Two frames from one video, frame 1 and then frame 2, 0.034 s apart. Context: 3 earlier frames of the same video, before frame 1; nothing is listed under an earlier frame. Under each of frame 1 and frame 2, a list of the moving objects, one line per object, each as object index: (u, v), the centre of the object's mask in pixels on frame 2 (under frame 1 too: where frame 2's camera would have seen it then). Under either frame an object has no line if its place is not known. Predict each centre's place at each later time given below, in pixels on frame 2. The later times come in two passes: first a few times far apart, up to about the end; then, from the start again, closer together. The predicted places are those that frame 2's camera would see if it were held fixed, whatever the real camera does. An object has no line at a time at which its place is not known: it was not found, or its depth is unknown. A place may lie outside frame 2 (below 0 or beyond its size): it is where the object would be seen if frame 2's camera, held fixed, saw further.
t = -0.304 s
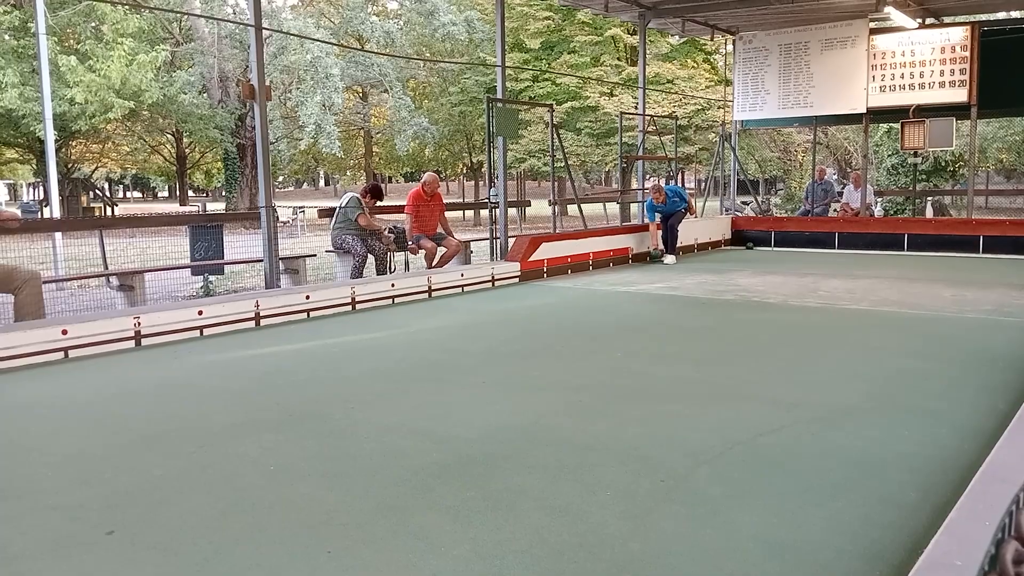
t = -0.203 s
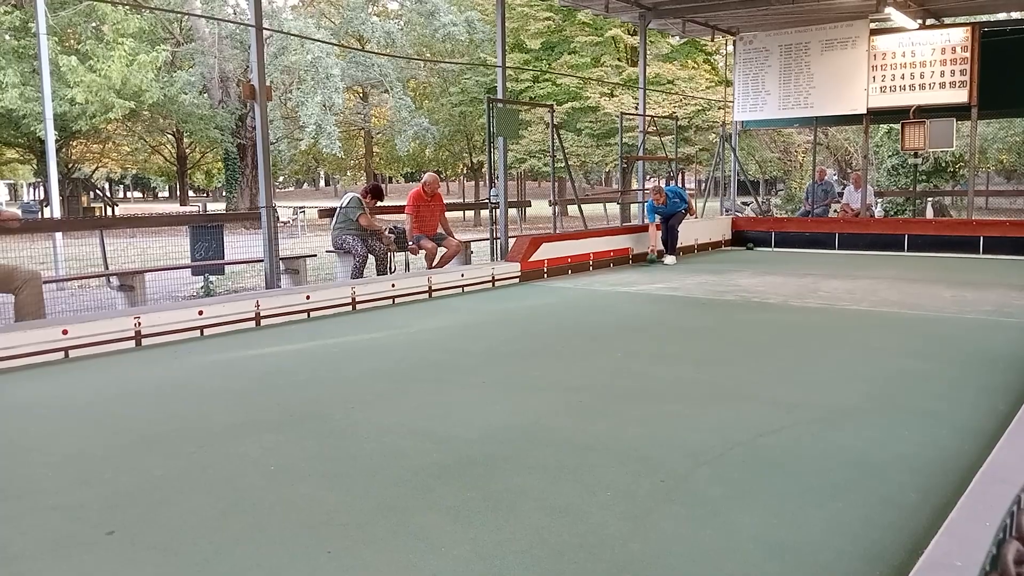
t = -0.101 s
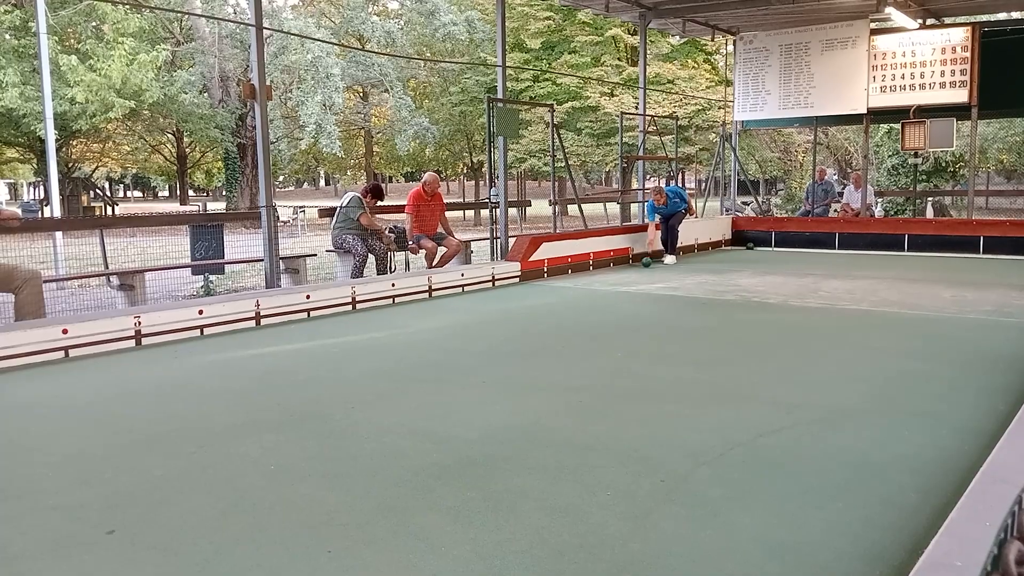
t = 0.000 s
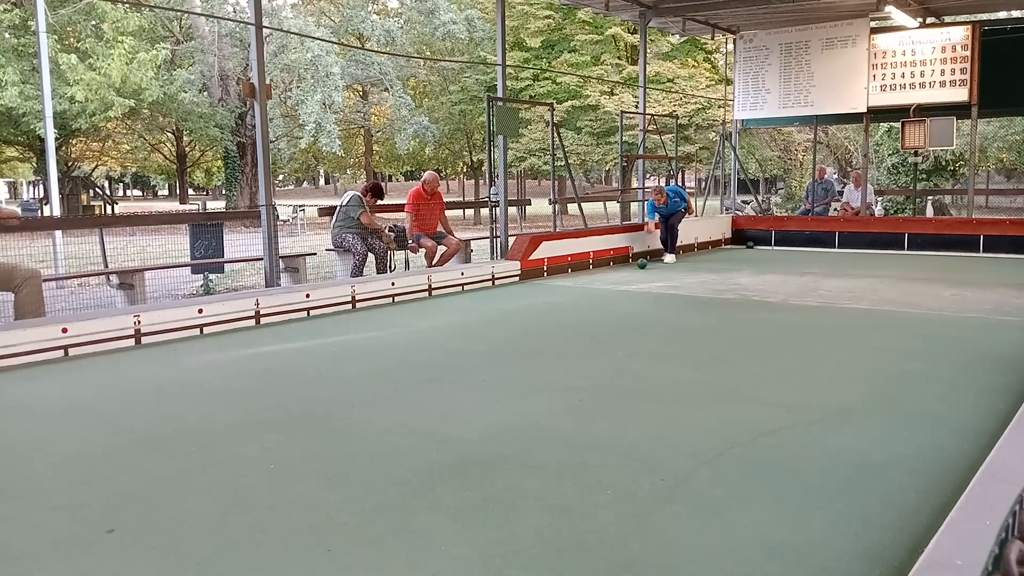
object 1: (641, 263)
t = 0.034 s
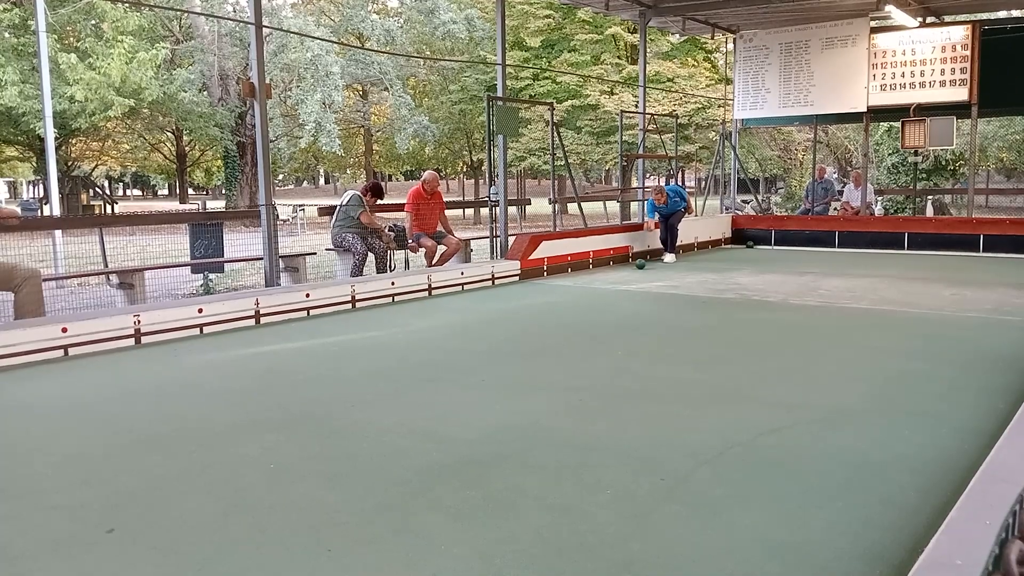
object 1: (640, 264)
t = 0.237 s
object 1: (631, 268)
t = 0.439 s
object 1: (620, 272)
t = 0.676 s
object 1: (608, 278)
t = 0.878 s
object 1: (596, 283)
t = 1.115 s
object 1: (581, 290)
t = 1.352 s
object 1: (565, 298)
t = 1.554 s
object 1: (550, 305)
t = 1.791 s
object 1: (530, 313)
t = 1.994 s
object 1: (512, 322)
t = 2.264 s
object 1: (484, 335)
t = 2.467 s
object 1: (460, 346)
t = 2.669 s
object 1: (434, 358)
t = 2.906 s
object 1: (398, 375)
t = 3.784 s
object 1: (191, 472)
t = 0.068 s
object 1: (639, 265)
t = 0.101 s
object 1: (637, 266)
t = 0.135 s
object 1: (635, 266)
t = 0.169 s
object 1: (634, 267)
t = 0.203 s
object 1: (633, 268)
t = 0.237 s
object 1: (631, 268)
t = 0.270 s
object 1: (629, 269)
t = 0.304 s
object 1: (627, 269)
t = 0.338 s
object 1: (626, 270)
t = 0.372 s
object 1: (624, 271)
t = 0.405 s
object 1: (622, 271)
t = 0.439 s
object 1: (620, 272)
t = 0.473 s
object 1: (619, 273)
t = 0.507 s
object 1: (617, 274)
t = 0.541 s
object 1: (615, 275)
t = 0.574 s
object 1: (613, 276)
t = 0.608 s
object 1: (612, 276)
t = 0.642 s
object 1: (610, 277)
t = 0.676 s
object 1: (608, 278)
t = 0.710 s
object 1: (606, 279)
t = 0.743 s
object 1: (604, 279)
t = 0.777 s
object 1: (602, 280)
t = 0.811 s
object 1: (600, 281)
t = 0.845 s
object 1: (598, 282)
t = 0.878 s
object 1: (596, 283)
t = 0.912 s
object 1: (594, 284)
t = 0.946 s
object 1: (592, 285)
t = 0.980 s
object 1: (590, 286)
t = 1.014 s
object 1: (588, 287)
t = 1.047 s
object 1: (586, 288)
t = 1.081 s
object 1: (583, 289)
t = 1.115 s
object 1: (581, 290)
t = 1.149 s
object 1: (579, 291)
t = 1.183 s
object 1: (577, 292)
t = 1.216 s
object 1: (575, 293)
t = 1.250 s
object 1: (572, 294)
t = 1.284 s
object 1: (570, 295)
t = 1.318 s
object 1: (568, 297)
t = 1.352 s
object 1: (565, 298)
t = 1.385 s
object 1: (563, 299)
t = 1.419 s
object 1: (560, 300)
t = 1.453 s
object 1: (558, 301)
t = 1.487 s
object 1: (555, 302)
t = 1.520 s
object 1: (553, 303)
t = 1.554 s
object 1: (550, 305)
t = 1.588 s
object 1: (547, 306)
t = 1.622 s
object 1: (545, 307)
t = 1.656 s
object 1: (542, 308)
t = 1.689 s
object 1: (539, 310)
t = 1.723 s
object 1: (536, 311)
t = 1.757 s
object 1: (533, 312)
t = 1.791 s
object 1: (530, 313)
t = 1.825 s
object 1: (527, 315)
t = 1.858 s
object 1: (524, 316)
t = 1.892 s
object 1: (521, 318)
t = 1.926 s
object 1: (518, 319)
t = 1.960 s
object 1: (515, 321)
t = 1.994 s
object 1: (512, 322)
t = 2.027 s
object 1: (509, 323)
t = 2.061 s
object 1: (506, 325)
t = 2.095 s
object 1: (504, 327)
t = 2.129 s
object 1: (499, 328)
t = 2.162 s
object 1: (495, 329)
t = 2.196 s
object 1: (491, 331)
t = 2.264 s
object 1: (484, 335)
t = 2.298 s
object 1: (480, 336)
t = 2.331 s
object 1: (476, 338)
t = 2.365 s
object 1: (472, 340)
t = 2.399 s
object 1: (468, 342)
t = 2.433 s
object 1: (464, 344)
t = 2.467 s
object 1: (460, 346)
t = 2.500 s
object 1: (456, 348)
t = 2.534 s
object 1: (452, 350)
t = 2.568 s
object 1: (447, 352)
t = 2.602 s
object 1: (443, 354)
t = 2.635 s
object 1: (438, 356)
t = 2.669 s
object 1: (434, 358)
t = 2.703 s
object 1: (429, 360)
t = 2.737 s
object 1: (424, 362)
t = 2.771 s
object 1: (419, 365)
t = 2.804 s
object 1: (414, 367)
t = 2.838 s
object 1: (409, 370)
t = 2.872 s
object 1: (403, 372)
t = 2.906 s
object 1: (398, 375)
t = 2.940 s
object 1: (392, 377)
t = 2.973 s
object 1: (387, 380)
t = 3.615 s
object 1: (243, 447)
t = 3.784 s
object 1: (191, 472)
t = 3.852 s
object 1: (166, 486)
